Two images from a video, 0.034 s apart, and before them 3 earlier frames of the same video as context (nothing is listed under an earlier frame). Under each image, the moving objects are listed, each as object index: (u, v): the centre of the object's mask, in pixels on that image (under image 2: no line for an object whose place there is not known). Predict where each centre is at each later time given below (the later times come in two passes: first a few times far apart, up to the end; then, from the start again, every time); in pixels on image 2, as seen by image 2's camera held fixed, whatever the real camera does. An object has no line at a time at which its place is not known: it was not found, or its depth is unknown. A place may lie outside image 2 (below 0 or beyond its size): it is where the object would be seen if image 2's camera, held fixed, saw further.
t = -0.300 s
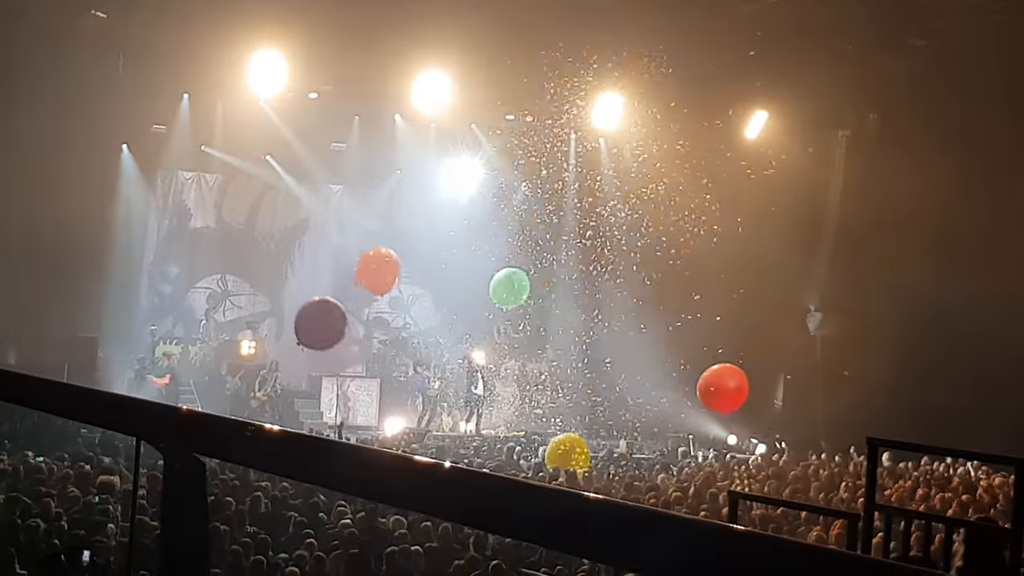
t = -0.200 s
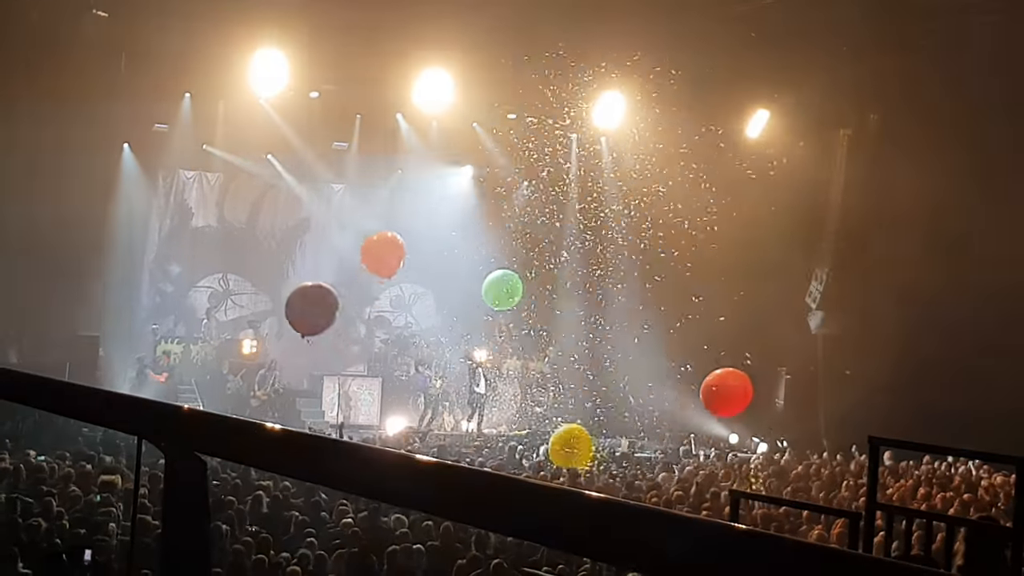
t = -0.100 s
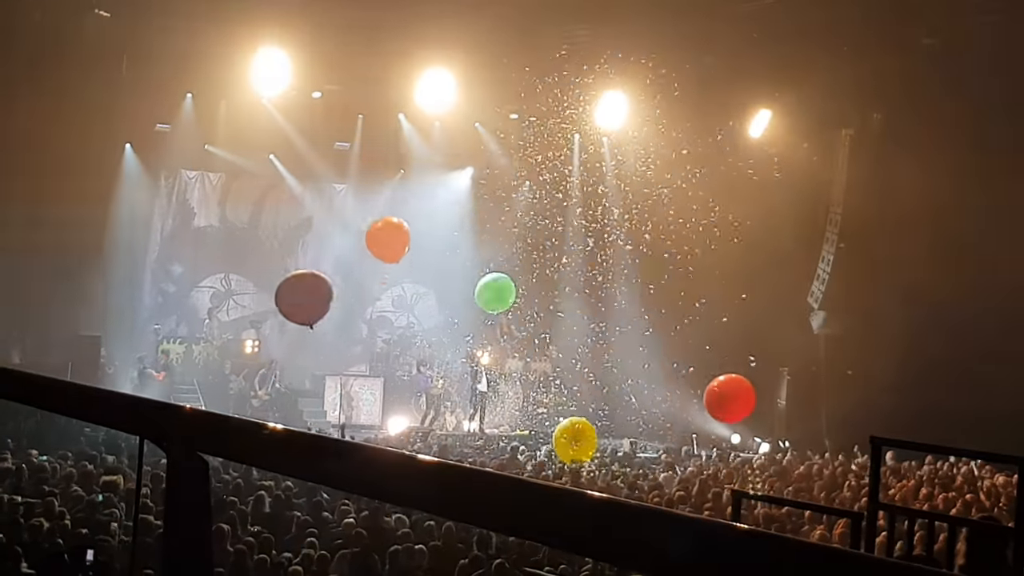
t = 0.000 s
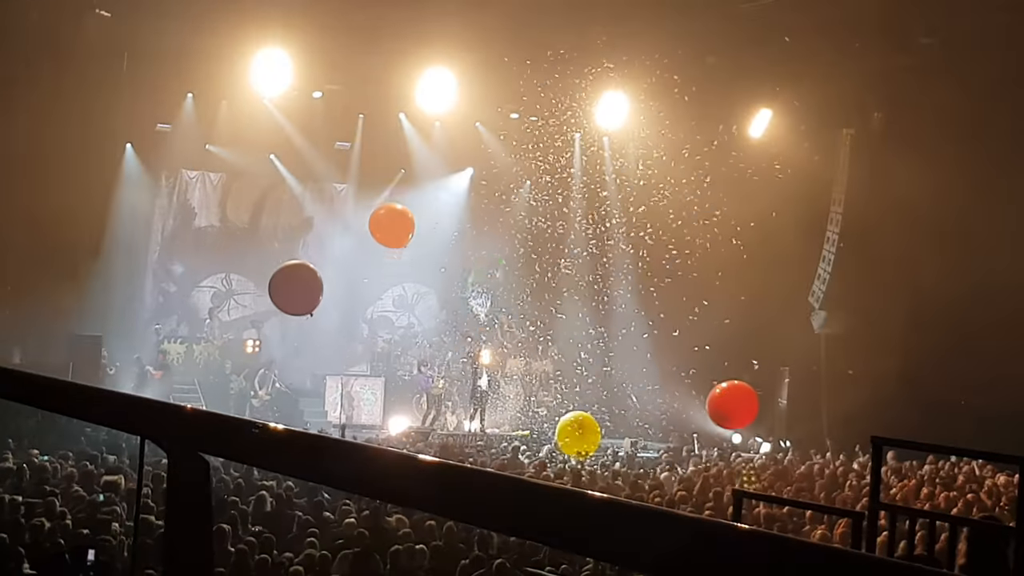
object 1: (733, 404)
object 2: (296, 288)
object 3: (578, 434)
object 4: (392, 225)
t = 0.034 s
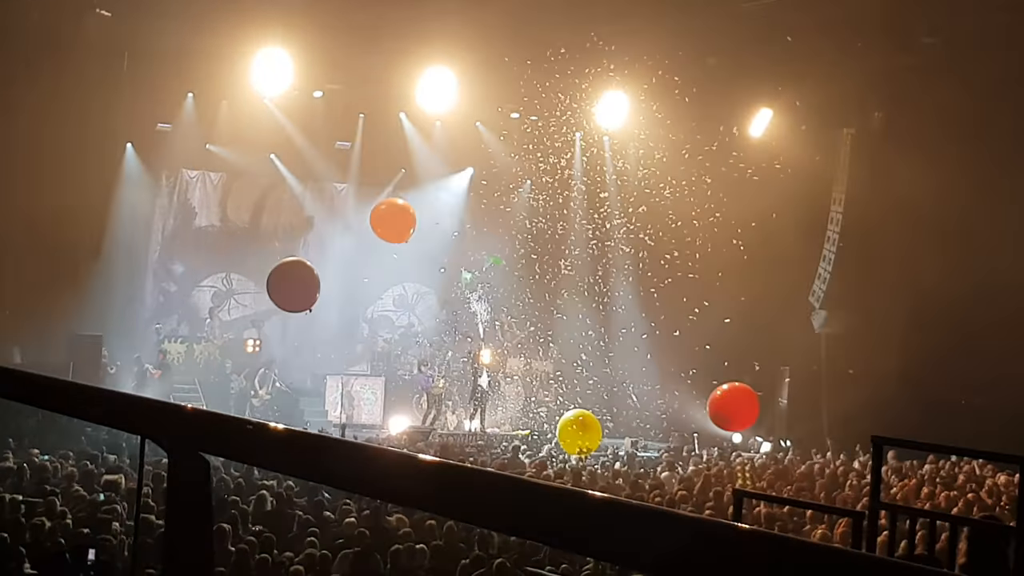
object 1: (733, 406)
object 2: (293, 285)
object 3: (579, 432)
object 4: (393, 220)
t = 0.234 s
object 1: (736, 423)
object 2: (277, 274)
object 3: (583, 424)
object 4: (398, 197)
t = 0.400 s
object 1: (738, 429)
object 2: (266, 270)
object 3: (587, 421)
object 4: (402, 181)
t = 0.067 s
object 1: (734, 409)
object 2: (290, 283)
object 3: (580, 431)
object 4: (394, 216)
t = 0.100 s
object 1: (735, 411)
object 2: (288, 280)
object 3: (581, 429)
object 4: (395, 212)
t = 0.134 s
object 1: (735, 414)
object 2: (285, 278)
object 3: (581, 428)
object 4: (396, 208)
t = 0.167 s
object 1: (736, 417)
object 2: (282, 276)
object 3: (582, 427)
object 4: (397, 204)
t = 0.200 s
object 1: (736, 420)
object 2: (280, 275)
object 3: (582, 426)
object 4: (398, 200)
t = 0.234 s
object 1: (736, 423)
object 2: (277, 274)
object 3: (583, 424)
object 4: (398, 197)
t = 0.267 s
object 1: (737, 427)
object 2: (275, 273)
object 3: (584, 424)
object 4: (399, 194)
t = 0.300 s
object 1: (737, 430)
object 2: (273, 272)
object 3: (585, 423)
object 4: (400, 189)
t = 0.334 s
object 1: (737, 434)
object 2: (270, 271)
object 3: (585, 422)
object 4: (401, 188)
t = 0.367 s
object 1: (738, 435)
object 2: (268, 270)
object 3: (586, 422)
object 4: (401, 183)
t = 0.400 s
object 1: (738, 429)
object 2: (266, 270)
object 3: (587, 421)
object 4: (402, 181)
